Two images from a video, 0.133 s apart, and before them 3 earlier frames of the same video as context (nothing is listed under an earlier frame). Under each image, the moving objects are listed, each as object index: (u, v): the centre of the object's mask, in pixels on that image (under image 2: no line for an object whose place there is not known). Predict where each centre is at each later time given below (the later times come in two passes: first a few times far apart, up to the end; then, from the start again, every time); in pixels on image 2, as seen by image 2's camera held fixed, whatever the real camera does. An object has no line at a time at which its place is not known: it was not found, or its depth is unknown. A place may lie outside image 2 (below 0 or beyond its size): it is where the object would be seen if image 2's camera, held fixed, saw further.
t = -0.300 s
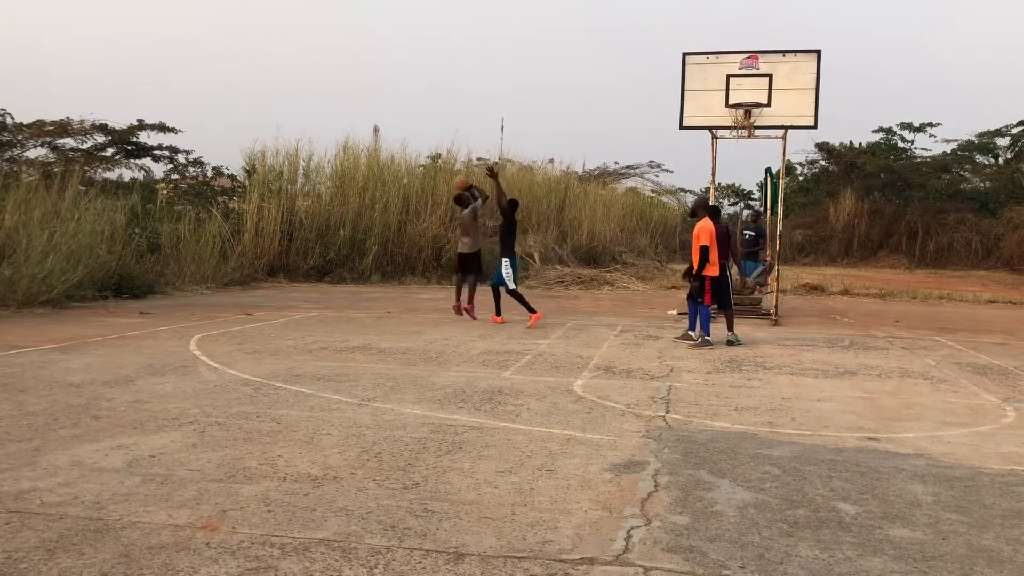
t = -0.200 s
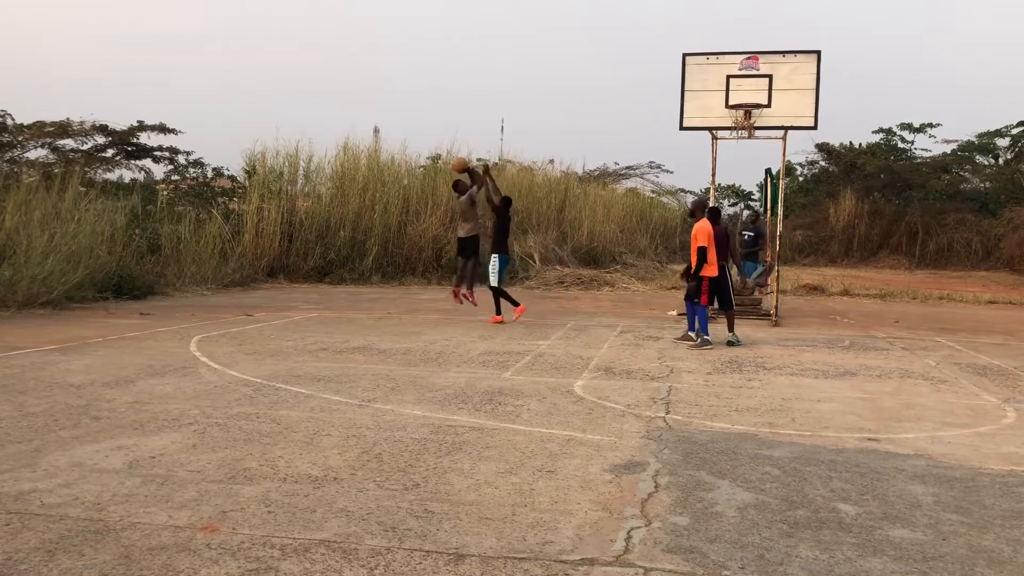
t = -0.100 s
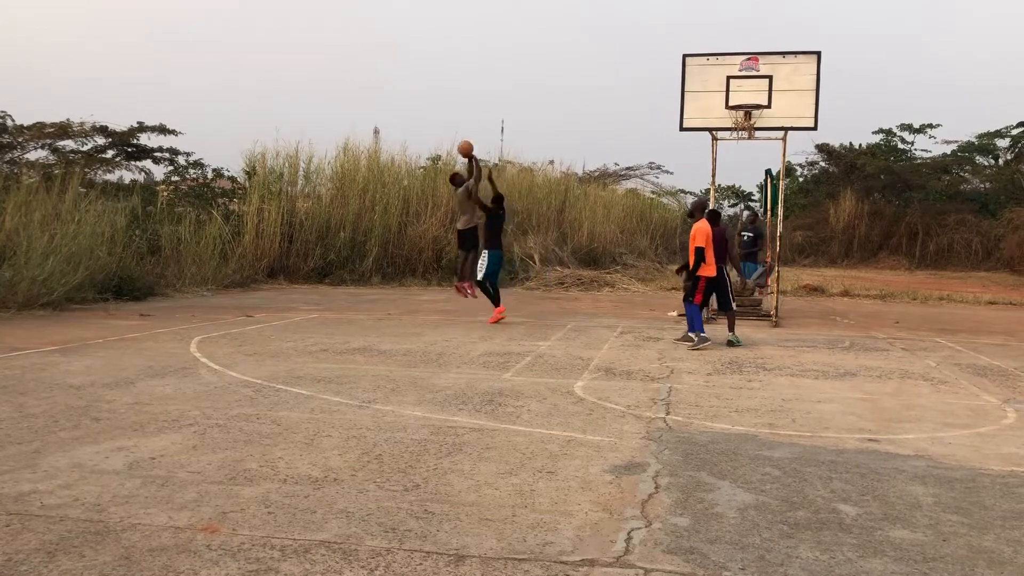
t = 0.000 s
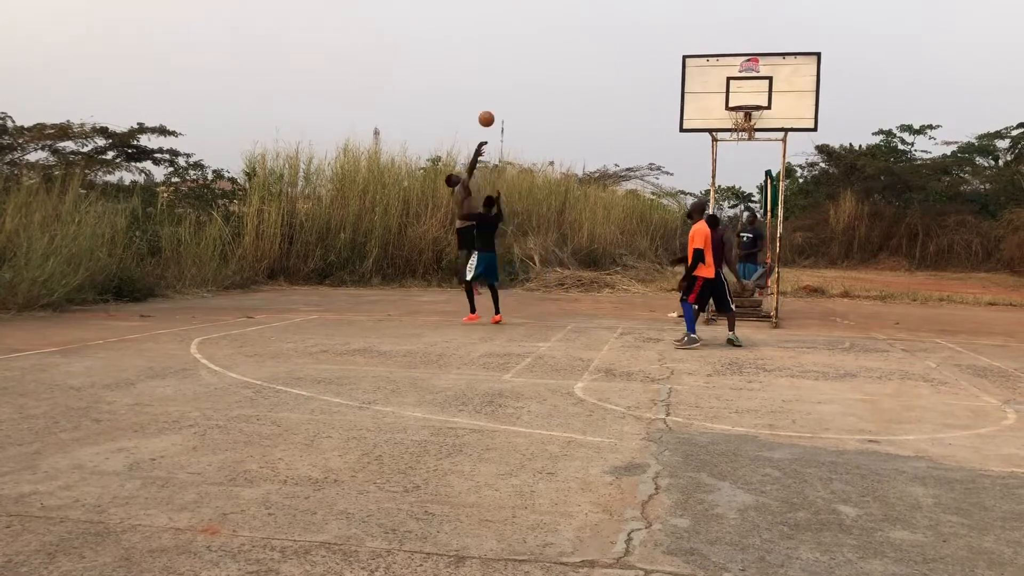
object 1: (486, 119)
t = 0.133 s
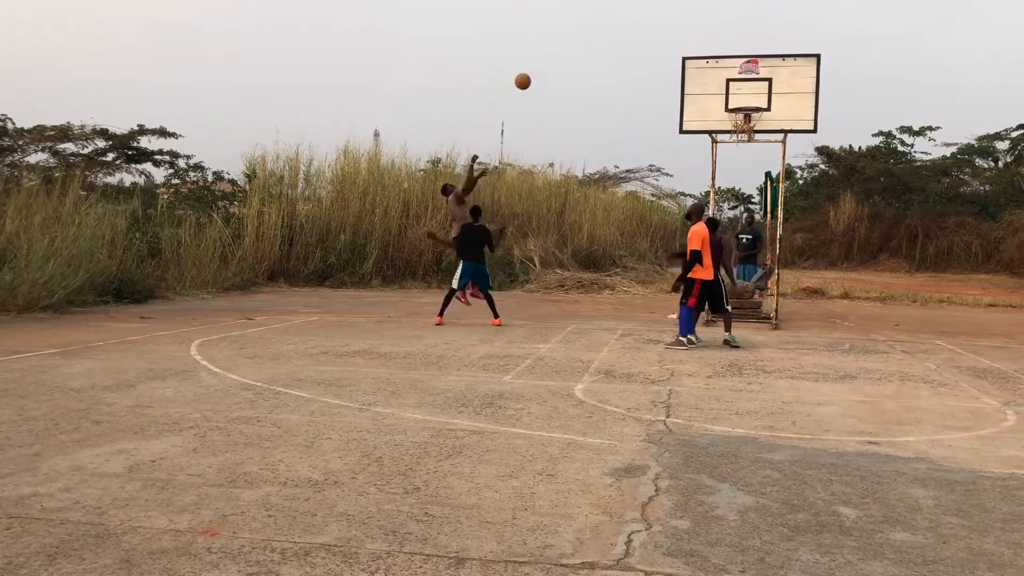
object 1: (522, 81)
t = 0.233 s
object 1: (550, 58)
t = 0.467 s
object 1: (615, 32)
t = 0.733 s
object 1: (690, 49)
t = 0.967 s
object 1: (755, 108)
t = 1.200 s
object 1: (738, 120)
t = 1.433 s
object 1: (745, 124)
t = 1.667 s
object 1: (746, 128)
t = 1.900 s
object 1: (742, 132)
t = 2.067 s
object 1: (741, 156)
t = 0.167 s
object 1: (531, 73)
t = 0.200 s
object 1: (541, 65)
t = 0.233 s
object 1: (550, 58)
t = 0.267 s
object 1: (559, 52)
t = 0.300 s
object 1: (568, 47)
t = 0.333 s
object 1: (578, 43)
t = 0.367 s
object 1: (587, 39)
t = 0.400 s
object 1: (596, 36)
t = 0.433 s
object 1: (606, 34)
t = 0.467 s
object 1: (615, 32)
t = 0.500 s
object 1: (624, 31)
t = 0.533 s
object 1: (634, 31)
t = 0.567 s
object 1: (643, 32)
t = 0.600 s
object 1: (653, 34)
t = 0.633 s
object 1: (662, 36)
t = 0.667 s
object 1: (671, 40)
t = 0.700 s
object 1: (681, 44)
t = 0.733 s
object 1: (690, 49)
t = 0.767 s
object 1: (700, 55)
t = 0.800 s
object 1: (709, 61)
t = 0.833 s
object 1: (718, 69)
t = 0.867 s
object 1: (728, 77)
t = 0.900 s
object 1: (737, 87)
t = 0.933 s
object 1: (747, 97)
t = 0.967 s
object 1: (755, 108)
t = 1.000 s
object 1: (746, 114)
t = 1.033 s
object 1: (739, 121)
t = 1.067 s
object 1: (733, 121)
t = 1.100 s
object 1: (732, 119)
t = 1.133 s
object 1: (735, 119)
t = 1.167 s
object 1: (736, 120)
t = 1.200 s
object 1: (738, 120)
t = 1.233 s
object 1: (739, 119)
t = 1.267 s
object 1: (740, 120)
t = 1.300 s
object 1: (741, 122)
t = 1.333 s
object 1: (741, 123)
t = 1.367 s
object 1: (742, 123)
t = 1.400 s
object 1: (743, 123)
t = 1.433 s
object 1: (745, 124)
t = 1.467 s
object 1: (746, 125)
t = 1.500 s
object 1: (746, 126)
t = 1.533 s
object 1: (747, 126)
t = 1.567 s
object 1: (747, 126)
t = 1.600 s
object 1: (746, 126)
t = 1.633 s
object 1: (746, 128)
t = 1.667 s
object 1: (746, 128)
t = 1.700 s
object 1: (745, 128)
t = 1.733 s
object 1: (745, 128)
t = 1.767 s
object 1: (745, 129)
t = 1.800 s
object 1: (744, 129)
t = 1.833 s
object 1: (744, 129)
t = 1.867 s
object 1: (743, 131)
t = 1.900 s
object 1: (742, 132)
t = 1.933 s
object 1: (743, 136)
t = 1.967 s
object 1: (742, 140)
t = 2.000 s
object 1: (742, 145)
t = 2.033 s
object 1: (741, 150)
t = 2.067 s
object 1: (741, 156)
